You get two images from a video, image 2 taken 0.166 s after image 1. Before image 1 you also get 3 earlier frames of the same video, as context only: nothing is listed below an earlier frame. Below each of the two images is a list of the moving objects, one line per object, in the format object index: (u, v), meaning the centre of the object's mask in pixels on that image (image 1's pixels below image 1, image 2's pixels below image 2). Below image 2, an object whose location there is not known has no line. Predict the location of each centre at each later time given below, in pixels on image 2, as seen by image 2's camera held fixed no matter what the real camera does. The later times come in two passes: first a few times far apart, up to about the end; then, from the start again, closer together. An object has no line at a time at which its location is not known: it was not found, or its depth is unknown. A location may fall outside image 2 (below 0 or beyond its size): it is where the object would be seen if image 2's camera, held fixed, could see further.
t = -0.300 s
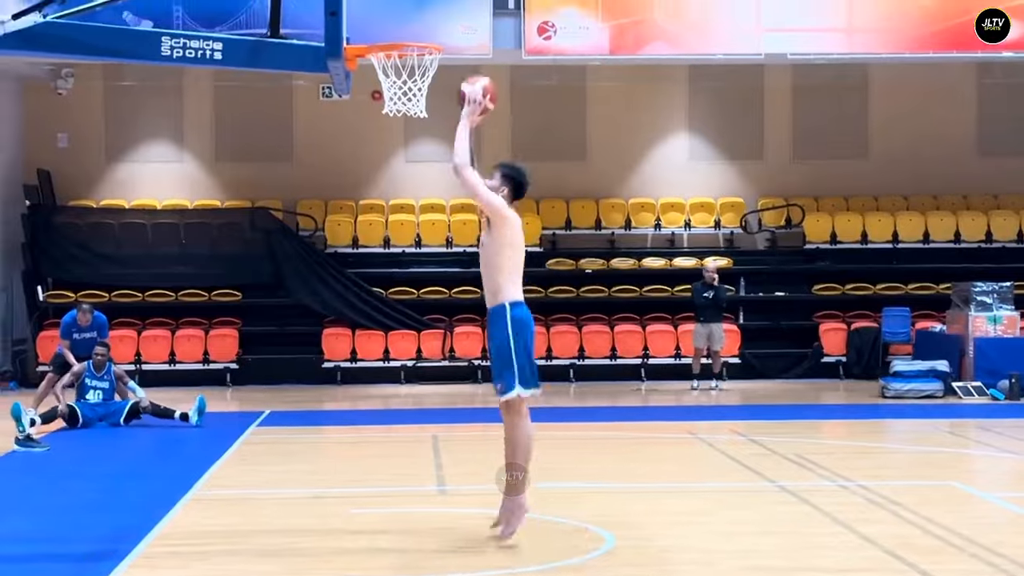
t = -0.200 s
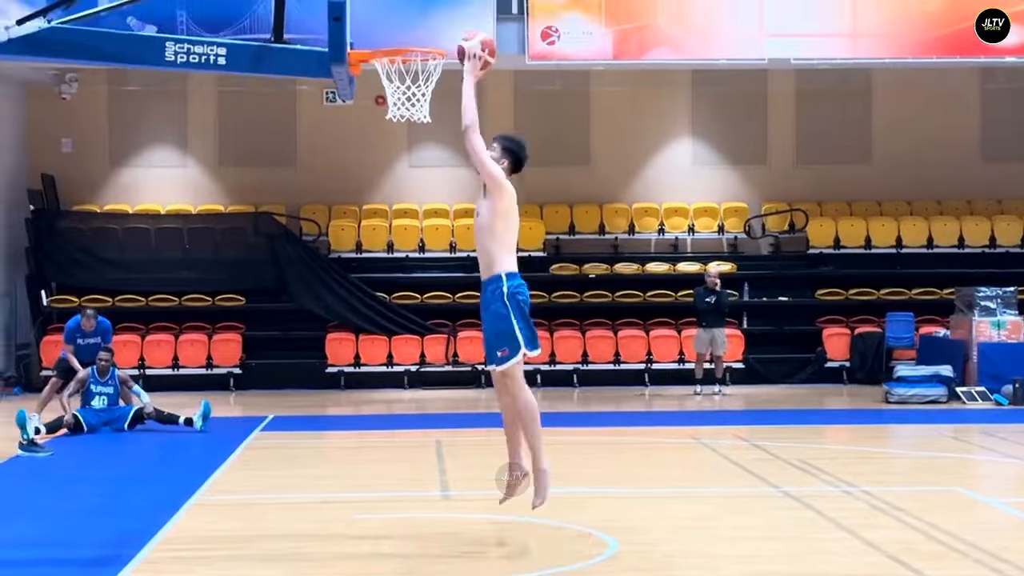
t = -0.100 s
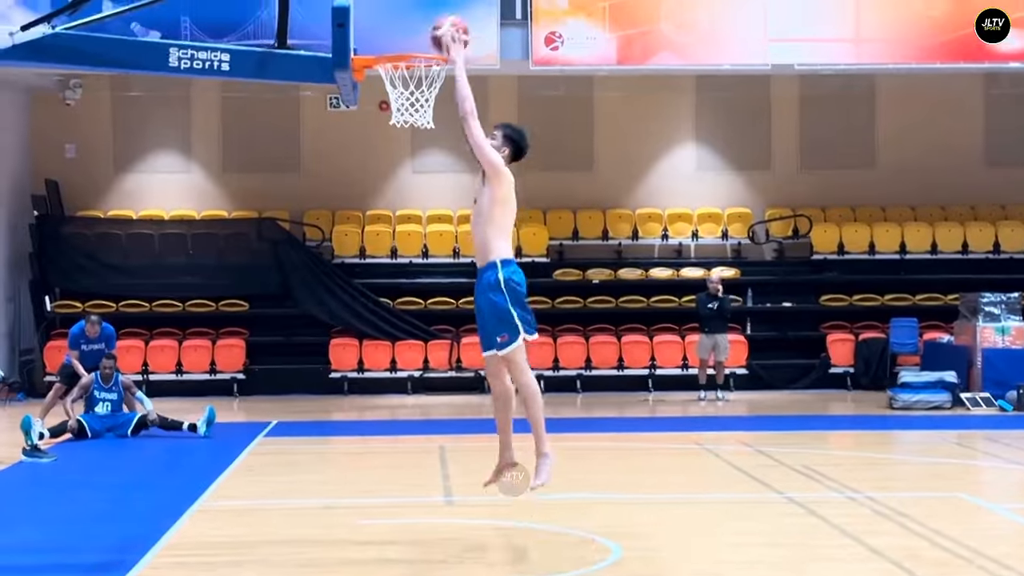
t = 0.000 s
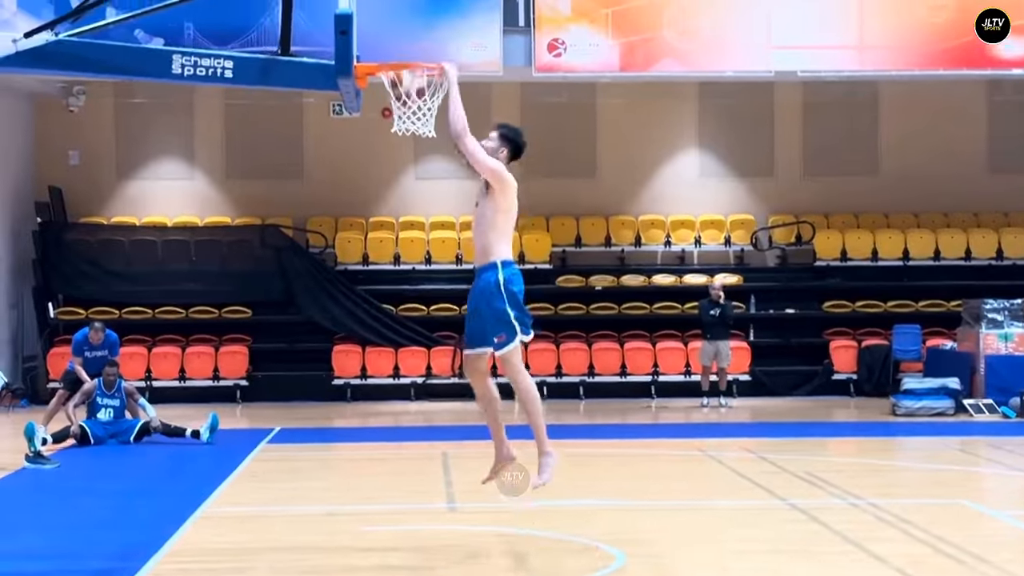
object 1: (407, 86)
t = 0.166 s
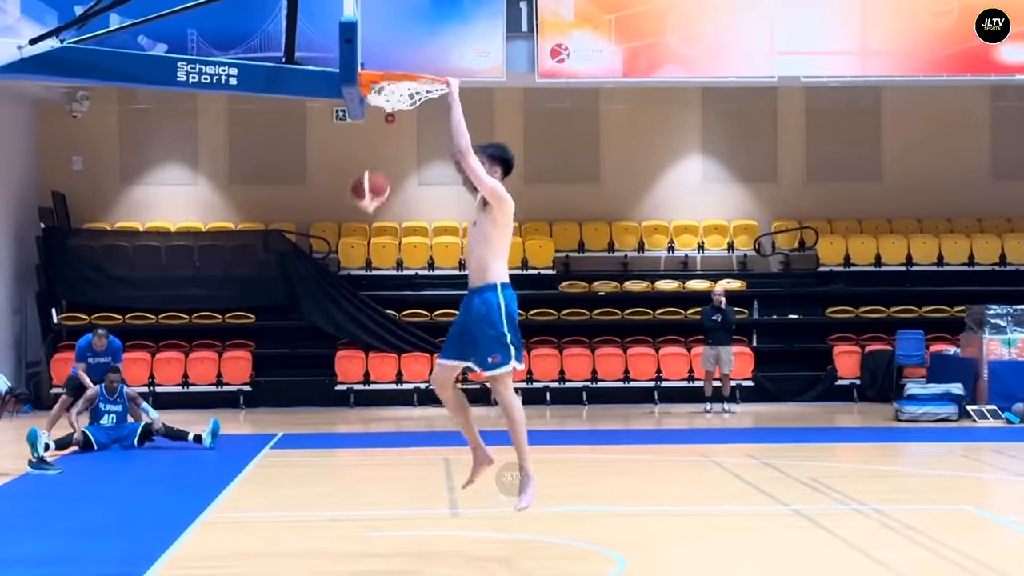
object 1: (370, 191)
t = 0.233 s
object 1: (355, 235)
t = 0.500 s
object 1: (296, 487)
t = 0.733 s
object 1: (281, 405)
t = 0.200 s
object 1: (362, 211)
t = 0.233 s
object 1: (355, 235)
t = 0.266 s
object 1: (349, 263)
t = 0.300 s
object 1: (340, 289)
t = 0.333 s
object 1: (333, 318)
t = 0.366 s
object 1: (325, 348)
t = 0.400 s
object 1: (318, 382)
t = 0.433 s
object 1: (311, 414)
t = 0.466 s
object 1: (304, 450)
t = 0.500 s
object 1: (296, 487)
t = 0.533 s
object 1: (290, 529)
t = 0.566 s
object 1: (287, 532)
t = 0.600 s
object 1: (285, 502)
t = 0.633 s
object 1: (284, 476)
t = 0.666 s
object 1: (283, 450)
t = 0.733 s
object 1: (281, 405)
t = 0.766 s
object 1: (279, 386)
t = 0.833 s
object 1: (280, 351)
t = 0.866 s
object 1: (279, 337)
